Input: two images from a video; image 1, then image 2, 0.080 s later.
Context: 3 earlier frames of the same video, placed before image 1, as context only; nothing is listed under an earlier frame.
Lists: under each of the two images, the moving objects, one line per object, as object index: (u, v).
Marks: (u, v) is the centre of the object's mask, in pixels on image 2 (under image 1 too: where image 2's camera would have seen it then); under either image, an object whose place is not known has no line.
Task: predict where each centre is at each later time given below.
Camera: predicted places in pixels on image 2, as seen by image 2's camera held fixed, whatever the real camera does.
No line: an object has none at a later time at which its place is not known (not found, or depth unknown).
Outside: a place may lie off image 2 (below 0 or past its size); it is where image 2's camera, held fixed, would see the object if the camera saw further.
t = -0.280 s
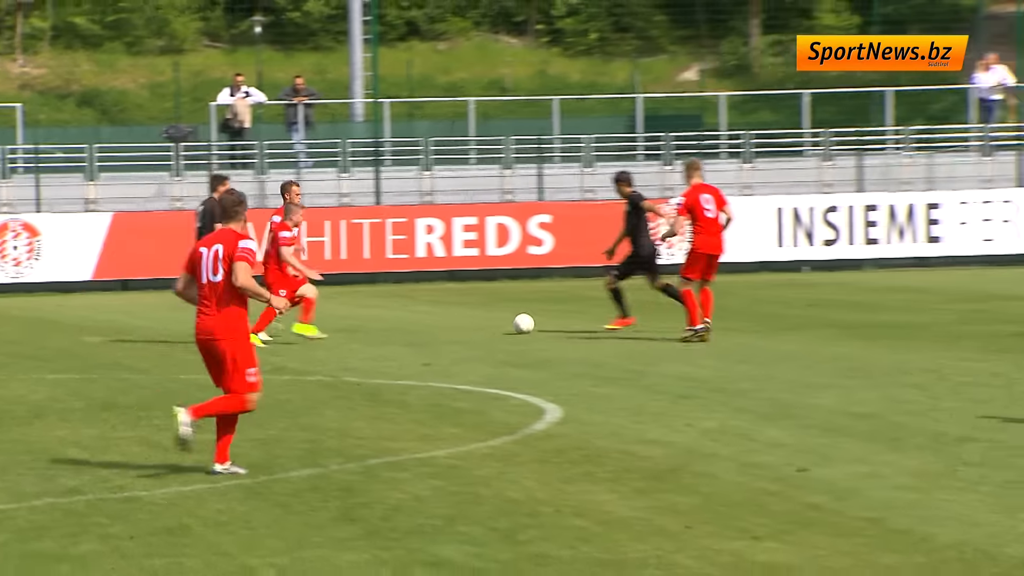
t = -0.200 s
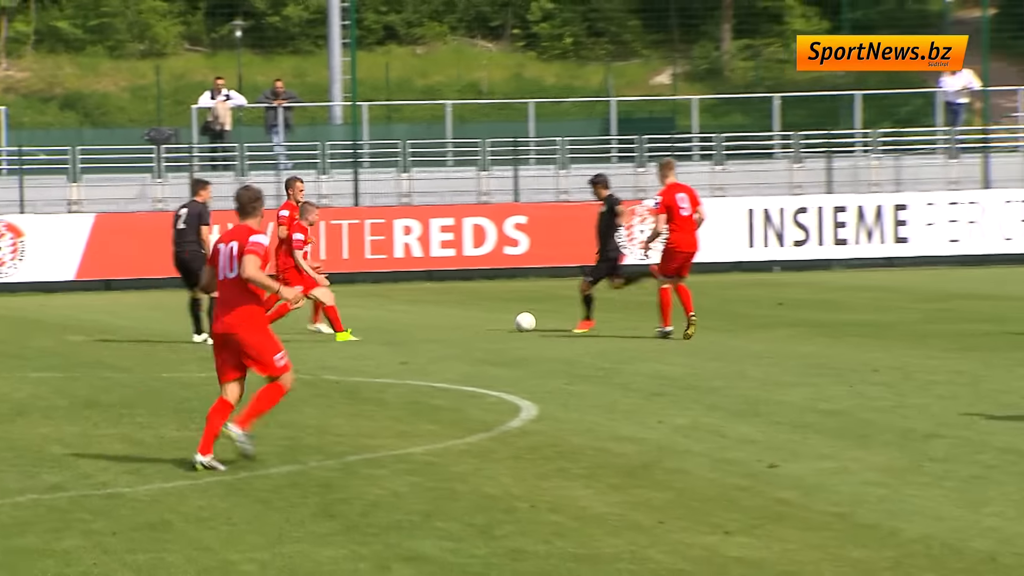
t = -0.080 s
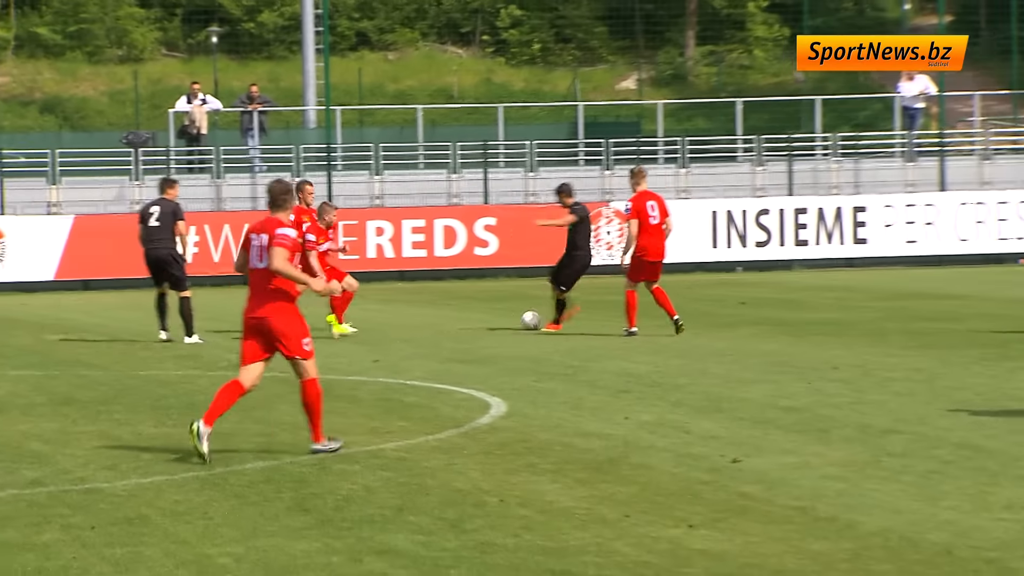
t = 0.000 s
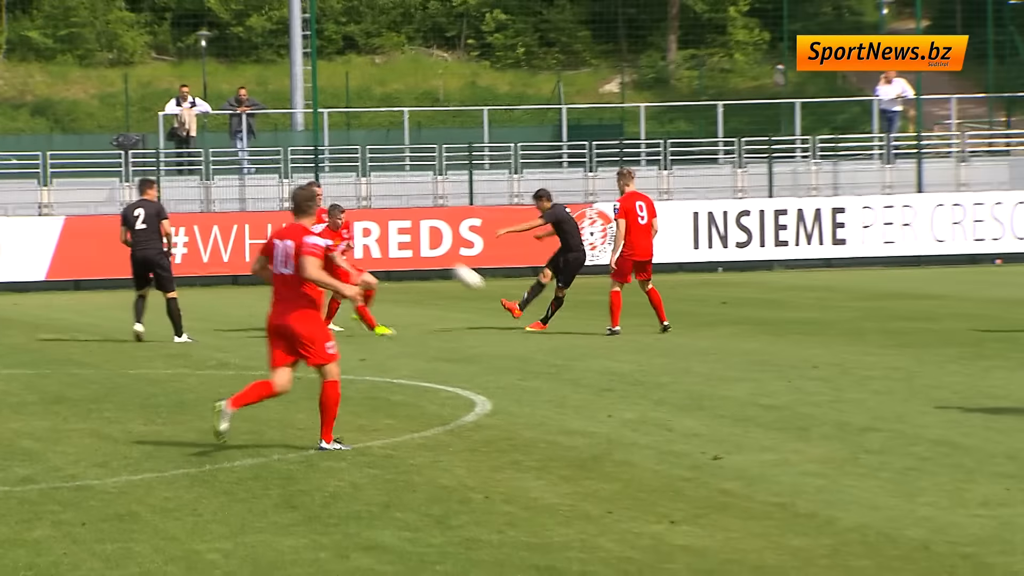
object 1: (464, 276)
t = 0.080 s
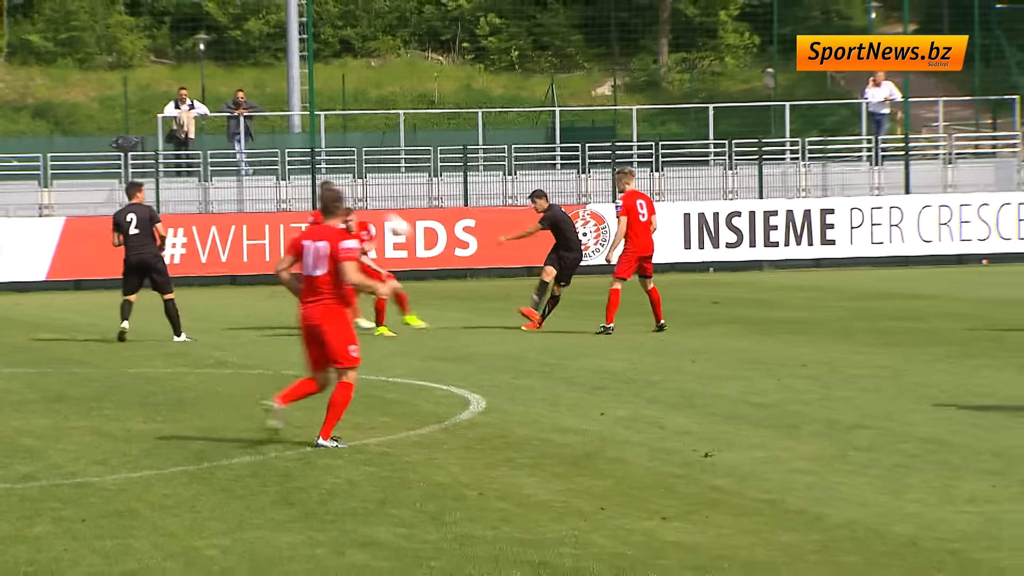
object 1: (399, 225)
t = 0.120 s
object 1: (367, 201)
